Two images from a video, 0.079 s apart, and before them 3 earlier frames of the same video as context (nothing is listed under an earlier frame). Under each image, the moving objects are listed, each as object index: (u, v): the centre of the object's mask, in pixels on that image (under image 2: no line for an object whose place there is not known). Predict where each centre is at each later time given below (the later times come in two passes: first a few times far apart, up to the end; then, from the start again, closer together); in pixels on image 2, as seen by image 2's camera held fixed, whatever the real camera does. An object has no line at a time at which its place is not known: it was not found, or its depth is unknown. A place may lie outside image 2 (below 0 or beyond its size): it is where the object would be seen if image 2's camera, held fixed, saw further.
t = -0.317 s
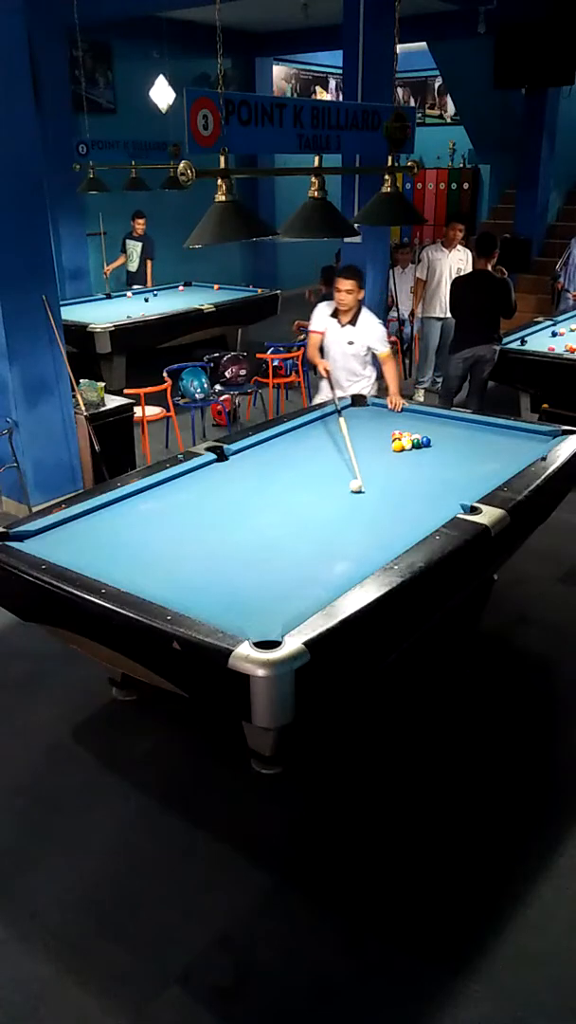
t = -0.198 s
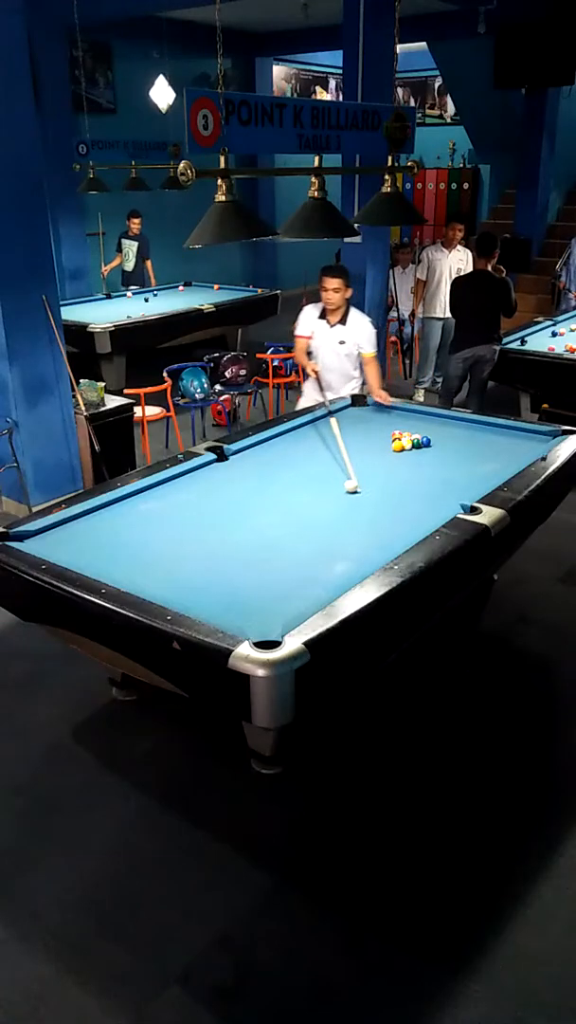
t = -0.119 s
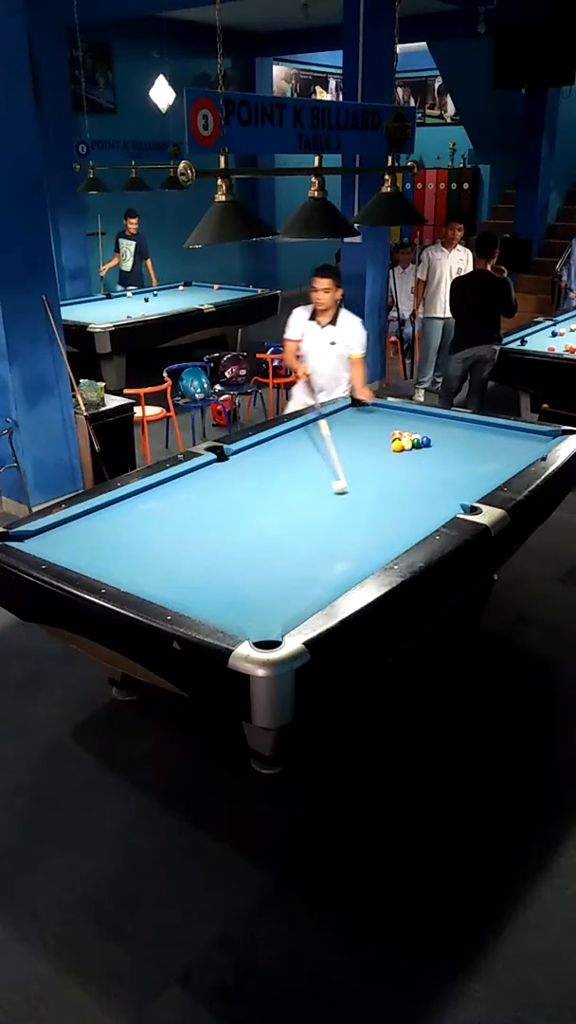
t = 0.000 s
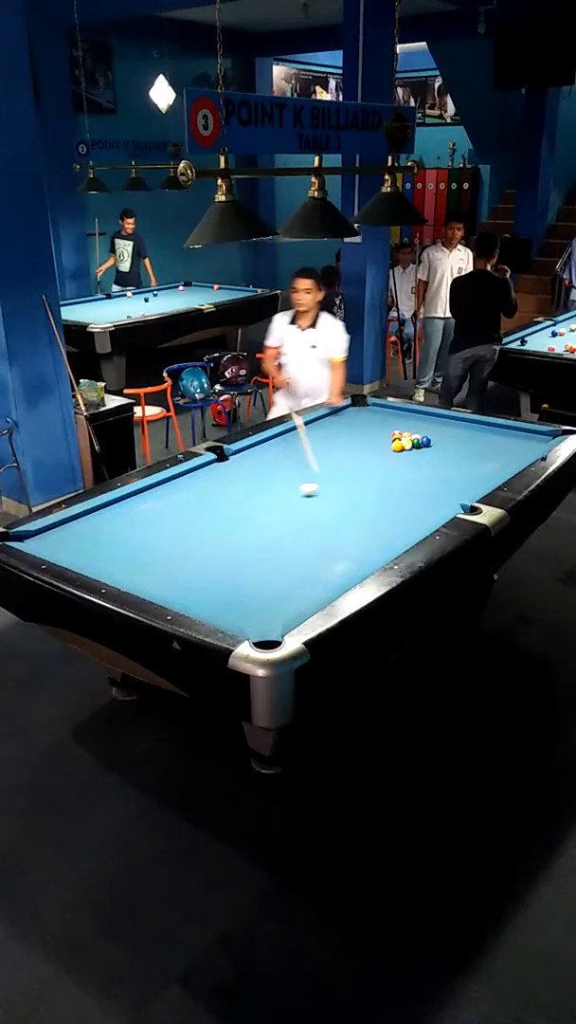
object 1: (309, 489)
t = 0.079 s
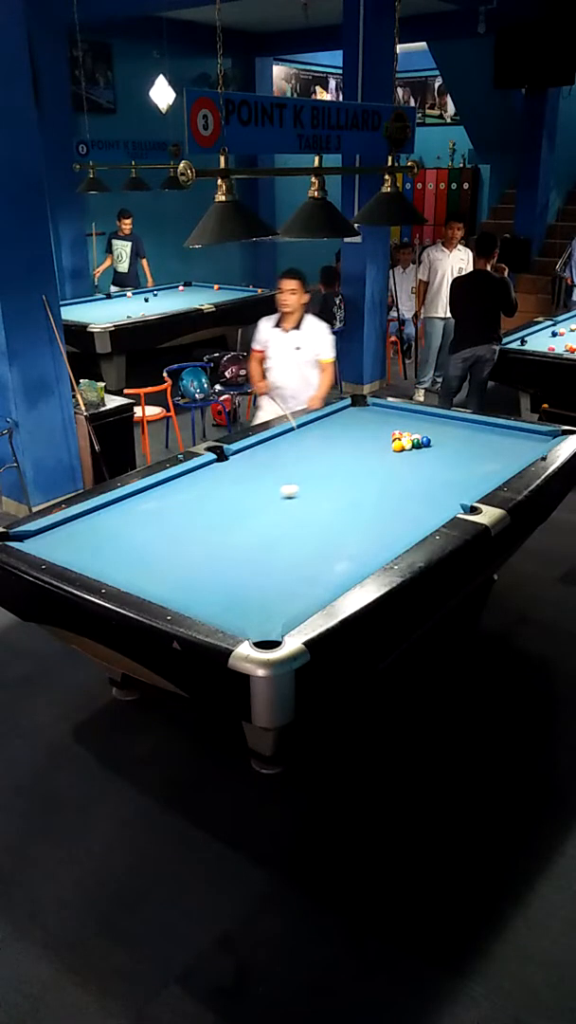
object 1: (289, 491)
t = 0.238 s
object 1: (250, 494)
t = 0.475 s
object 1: (193, 500)
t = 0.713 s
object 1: (135, 505)
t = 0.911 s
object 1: (100, 511)
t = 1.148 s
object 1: (94, 523)
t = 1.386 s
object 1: (88, 535)
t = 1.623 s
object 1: (82, 547)
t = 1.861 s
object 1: (77, 557)
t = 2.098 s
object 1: (97, 560)
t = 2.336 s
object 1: (118, 559)
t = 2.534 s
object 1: (134, 559)
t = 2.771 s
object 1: (152, 558)
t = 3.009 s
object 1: (168, 558)
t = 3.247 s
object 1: (184, 557)
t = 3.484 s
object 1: (199, 557)
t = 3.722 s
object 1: (212, 556)
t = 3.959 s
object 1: (223, 556)
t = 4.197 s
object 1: (234, 555)
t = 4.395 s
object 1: (241, 554)
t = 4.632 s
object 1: (249, 554)
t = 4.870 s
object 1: (256, 553)
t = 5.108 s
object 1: (261, 553)
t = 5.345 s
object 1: (265, 552)
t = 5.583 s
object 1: (269, 552)
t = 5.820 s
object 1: (270, 552)
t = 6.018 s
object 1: (272, 552)
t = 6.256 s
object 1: (272, 552)
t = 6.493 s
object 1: (272, 552)
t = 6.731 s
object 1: (272, 552)
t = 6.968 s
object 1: (272, 552)
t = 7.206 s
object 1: (272, 552)
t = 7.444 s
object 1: (272, 552)
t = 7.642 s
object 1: (272, 552)
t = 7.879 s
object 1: (272, 552)
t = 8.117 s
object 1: (272, 552)
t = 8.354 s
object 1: (272, 552)
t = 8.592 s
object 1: (272, 552)
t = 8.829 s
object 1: (272, 552)
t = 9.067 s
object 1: (272, 552)
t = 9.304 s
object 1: (272, 552)
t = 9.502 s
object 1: (272, 552)
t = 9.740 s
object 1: (272, 552)
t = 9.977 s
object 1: (272, 552)
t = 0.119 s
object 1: (280, 492)
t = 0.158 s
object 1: (270, 493)
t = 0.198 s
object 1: (260, 494)
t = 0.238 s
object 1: (250, 494)
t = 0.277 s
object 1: (241, 495)
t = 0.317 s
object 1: (232, 496)
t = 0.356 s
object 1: (222, 497)
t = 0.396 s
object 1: (212, 498)
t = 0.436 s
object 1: (202, 499)
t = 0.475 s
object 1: (193, 500)
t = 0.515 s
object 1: (183, 501)
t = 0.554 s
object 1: (174, 502)
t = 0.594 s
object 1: (164, 502)
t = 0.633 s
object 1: (154, 503)
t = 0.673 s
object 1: (144, 504)
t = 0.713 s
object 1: (135, 505)
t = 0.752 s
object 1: (124, 506)
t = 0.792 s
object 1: (115, 507)
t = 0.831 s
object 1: (105, 508)
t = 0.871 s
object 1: (100, 509)
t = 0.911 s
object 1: (100, 511)
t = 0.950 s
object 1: (99, 513)
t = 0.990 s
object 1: (98, 515)
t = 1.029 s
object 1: (97, 517)
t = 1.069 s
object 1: (96, 519)
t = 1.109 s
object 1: (95, 521)
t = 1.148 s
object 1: (94, 523)
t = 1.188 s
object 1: (93, 525)
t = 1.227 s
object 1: (92, 527)
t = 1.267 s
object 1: (91, 529)
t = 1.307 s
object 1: (90, 531)
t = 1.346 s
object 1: (89, 533)
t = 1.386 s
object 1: (88, 535)
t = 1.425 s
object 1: (87, 537)
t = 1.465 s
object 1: (86, 539)
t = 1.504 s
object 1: (85, 541)
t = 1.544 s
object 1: (84, 543)
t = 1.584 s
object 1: (83, 545)
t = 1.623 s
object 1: (82, 547)
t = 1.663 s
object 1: (81, 549)
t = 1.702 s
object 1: (80, 551)
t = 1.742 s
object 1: (79, 553)
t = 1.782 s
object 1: (78, 555)
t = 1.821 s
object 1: (78, 556)
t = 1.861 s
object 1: (77, 557)
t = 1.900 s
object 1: (80, 558)
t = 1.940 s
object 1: (83, 558)
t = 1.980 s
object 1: (87, 559)
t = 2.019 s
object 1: (90, 559)
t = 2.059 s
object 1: (94, 559)
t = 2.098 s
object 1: (97, 560)
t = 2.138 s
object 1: (100, 560)
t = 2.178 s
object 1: (104, 559)
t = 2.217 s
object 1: (107, 559)
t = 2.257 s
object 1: (111, 559)
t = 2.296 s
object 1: (114, 559)
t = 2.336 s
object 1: (118, 559)
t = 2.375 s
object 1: (121, 559)
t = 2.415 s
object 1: (124, 559)
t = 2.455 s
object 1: (127, 558)
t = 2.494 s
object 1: (131, 559)
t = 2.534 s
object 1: (134, 559)
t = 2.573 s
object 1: (137, 558)
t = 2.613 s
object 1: (140, 558)
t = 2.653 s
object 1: (143, 558)
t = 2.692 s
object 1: (146, 558)
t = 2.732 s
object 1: (149, 558)
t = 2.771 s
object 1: (152, 558)
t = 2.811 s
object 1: (155, 558)
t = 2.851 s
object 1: (158, 558)
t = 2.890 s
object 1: (160, 558)
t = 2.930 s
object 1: (163, 558)
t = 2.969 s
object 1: (166, 558)
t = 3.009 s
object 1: (168, 558)
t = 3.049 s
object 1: (171, 558)
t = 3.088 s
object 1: (174, 558)
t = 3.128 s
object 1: (177, 557)
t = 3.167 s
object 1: (179, 558)
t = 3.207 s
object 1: (181, 557)
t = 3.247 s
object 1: (184, 557)
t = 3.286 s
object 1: (187, 557)
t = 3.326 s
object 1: (189, 557)
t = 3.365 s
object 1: (192, 557)
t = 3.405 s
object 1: (194, 557)
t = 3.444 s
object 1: (196, 557)
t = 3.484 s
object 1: (199, 557)
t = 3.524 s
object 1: (201, 556)
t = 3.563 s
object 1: (203, 557)
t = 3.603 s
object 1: (205, 556)
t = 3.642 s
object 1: (208, 556)
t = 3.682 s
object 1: (210, 556)
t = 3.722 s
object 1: (212, 556)
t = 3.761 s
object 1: (214, 556)
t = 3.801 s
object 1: (216, 556)
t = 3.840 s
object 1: (218, 556)
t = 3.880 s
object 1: (220, 556)
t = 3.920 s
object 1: (222, 555)
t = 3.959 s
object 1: (223, 556)
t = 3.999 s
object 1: (225, 555)
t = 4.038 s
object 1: (227, 555)
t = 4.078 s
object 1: (229, 555)
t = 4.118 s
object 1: (231, 555)
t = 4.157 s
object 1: (232, 555)
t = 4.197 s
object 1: (234, 555)
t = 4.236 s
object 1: (235, 555)
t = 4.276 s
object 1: (237, 555)
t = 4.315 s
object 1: (238, 555)
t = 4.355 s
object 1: (240, 554)
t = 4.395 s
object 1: (241, 554)
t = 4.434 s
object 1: (243, 554)
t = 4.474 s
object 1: (244, 554)
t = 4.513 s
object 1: (245, 554)
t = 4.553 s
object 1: (247, 554)
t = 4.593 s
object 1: (248, 554)
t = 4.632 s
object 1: (249, 554)
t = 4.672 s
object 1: (250, 554)
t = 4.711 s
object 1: (252, 553)
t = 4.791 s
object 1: (254, 553)
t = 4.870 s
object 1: (256, 553)
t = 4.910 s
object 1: (257, 553)
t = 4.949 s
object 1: (258, 553)
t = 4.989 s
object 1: (259, 553)
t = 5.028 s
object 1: (260, 553)
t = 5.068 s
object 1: (260, 553)
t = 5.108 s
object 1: (261, 553)
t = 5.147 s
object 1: (262, 553)
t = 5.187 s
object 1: (263, 553)
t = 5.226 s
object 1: (263, 553)
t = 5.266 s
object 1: (264, 552)
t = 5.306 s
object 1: (265, 552)
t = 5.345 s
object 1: (265, 552)
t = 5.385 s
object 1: (266, 552)
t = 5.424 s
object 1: (266, 552)
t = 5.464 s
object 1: (267, 552)
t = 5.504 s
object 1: (268, 552)
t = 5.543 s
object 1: (268, 552)
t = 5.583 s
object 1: (269, 552)
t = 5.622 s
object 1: (269, 552)
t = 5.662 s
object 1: (269, 552)
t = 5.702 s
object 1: (270, 552)
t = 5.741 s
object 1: (270, 552)
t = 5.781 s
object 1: (270, 552)
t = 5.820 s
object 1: (270, 552)
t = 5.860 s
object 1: (271, 552)
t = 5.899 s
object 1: (271, 552)
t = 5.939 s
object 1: (271, 552)
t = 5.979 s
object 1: (271, 552)
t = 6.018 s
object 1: (272, 552)
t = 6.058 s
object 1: (272, 552)
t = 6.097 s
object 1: (272, 552)
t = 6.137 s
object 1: (272, 552)
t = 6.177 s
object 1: (272, 552)
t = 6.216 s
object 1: (272, 552)
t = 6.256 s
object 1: (272, 552)
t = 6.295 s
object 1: (272, 552)
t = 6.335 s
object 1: (272, 552)
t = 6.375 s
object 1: (272, 552)
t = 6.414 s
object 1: (272, 552)
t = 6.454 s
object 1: (272, 552)
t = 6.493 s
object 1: (272, 552)
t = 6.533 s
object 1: (272, 552)
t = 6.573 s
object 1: (272, 552)
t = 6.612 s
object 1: (272, 552)
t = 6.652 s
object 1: (272, 552)
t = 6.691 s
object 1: (272, 552)
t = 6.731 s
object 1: (272, 552)
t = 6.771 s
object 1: (272, 552)
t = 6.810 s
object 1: (272, 552)
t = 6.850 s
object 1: (272, 552)
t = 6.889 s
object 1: (272, 552)
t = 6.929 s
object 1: (272, 552)
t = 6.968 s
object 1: (272, 552)
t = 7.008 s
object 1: (272, 552)
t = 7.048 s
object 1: (272, 552)
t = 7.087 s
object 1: (272, 552)
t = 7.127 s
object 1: (272, 552)
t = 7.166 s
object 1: (272, 552)
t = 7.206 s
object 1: (272, 552)
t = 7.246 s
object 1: (272, 552)
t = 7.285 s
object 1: (272, 552)
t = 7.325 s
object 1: (272, 552)
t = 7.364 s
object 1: (272, 552)
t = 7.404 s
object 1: (272, 552)
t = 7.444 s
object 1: (272, 552)
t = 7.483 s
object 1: (272, 552)
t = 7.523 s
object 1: (272, 552)
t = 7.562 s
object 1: (272, 552)
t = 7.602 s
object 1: (272, 552)
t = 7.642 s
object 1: (272, 552)
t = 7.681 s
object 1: (272, 552)
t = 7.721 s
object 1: (272, 552)
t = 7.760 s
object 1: (272, 552)
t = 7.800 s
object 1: (272, 552)
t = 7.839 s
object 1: (272, 552)
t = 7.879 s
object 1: (272, 552)
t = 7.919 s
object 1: (272, 552)
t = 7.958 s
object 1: (272, 552)
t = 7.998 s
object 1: (272, 552)
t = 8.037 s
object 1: (272, 552)
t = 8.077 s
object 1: (272, 552)
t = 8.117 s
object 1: (272, 552)
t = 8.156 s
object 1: (272, 552)
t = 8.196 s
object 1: (272, 552)
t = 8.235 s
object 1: (272, 552)
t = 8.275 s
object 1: (272, 552)
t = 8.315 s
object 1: (272, 552)
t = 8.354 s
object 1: (272, 552)
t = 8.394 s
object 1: (272, 552)
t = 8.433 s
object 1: (272, 552)
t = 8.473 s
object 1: (272, 552)
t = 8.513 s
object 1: (272, 552)
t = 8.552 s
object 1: (272, 552)
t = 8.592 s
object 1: (272, 552)
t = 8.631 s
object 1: (272, 552)
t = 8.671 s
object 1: (272, 552)
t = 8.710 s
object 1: (272, 552)
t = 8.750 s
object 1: (272, 552)
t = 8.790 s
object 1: (272, 552)
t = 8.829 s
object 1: (272, 552)
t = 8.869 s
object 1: (272, 552)
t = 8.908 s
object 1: (272, 552)
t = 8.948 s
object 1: (272, 552)
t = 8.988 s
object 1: (272, 552)
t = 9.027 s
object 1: (272, 552)
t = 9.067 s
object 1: (272, 552)
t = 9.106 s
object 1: (272, 552)
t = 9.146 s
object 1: (272, 552)
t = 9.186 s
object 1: (272, 552)
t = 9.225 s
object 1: (272, 552)
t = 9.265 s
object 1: (272, 552)
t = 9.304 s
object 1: (272, 552)
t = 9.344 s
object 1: (272, 552)
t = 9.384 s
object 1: (272, 552)
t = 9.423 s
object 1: (272, 552)
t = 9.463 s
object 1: (272, 552)
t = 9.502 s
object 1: (272, 552)
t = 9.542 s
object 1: (272, 552)
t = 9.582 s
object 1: (272, 552)
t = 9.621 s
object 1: (272, 552)
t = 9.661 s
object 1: (272, 552)
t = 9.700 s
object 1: (272, 552)
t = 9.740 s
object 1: (272, 552)
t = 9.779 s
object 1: (272, 552)
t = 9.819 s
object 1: (272, 552)
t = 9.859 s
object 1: (272, 552)
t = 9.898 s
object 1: (272, 552)
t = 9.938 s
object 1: (272, 552)
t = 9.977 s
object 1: (272, 552)
